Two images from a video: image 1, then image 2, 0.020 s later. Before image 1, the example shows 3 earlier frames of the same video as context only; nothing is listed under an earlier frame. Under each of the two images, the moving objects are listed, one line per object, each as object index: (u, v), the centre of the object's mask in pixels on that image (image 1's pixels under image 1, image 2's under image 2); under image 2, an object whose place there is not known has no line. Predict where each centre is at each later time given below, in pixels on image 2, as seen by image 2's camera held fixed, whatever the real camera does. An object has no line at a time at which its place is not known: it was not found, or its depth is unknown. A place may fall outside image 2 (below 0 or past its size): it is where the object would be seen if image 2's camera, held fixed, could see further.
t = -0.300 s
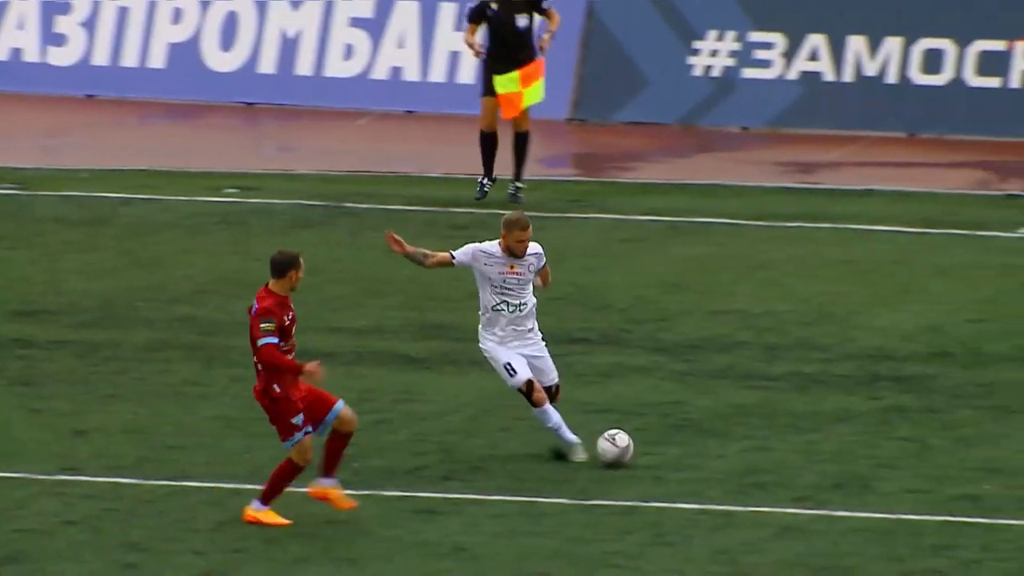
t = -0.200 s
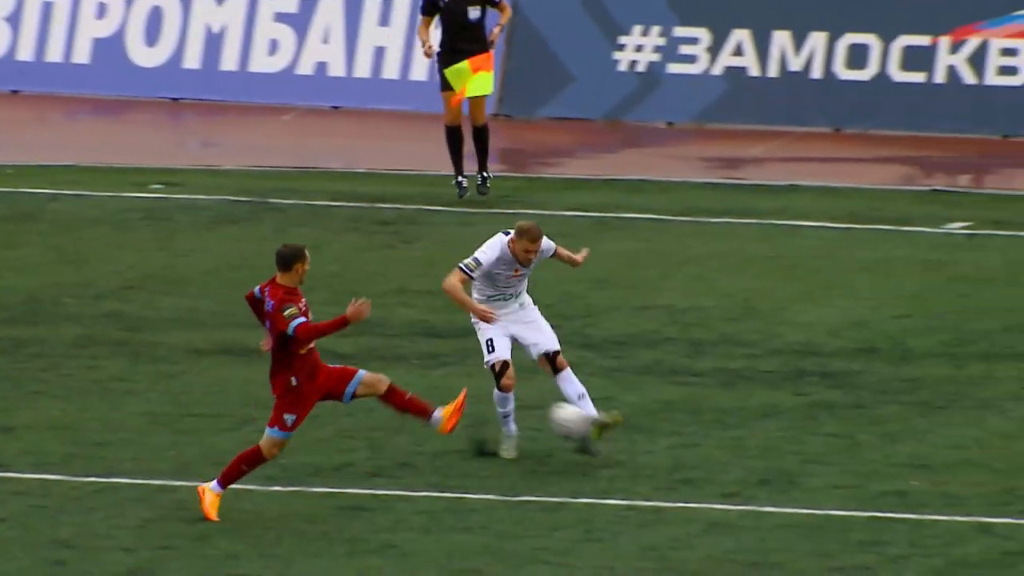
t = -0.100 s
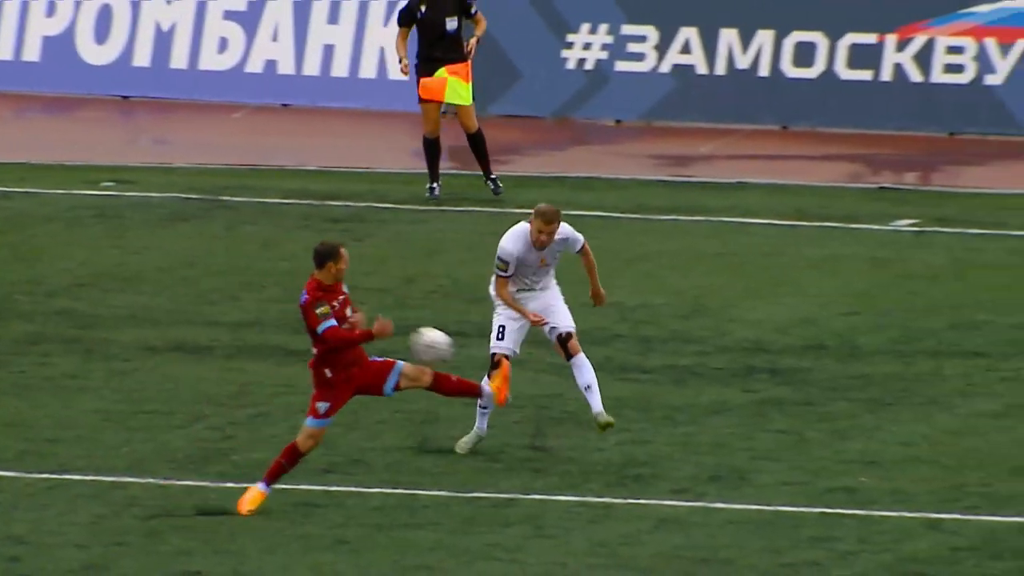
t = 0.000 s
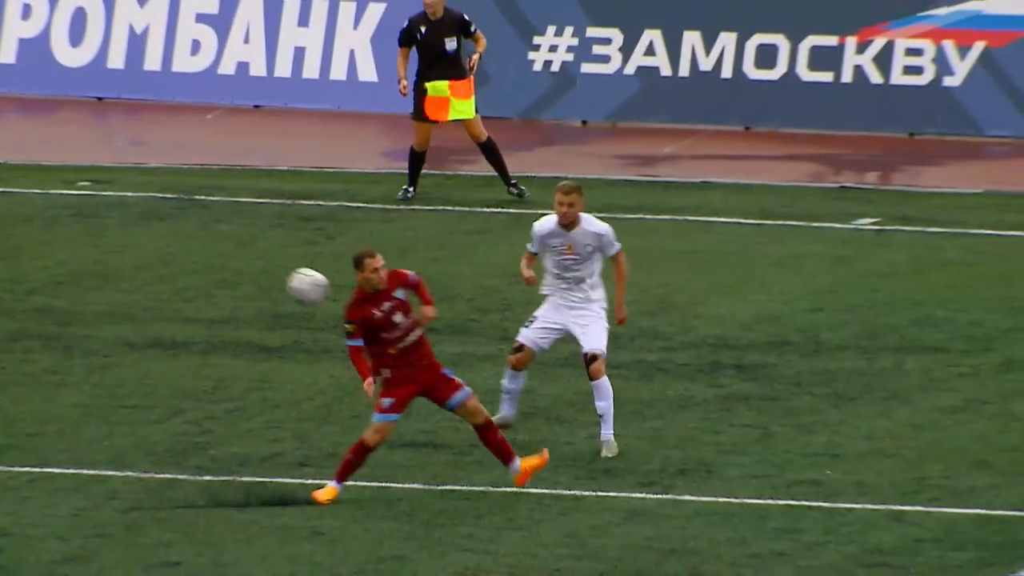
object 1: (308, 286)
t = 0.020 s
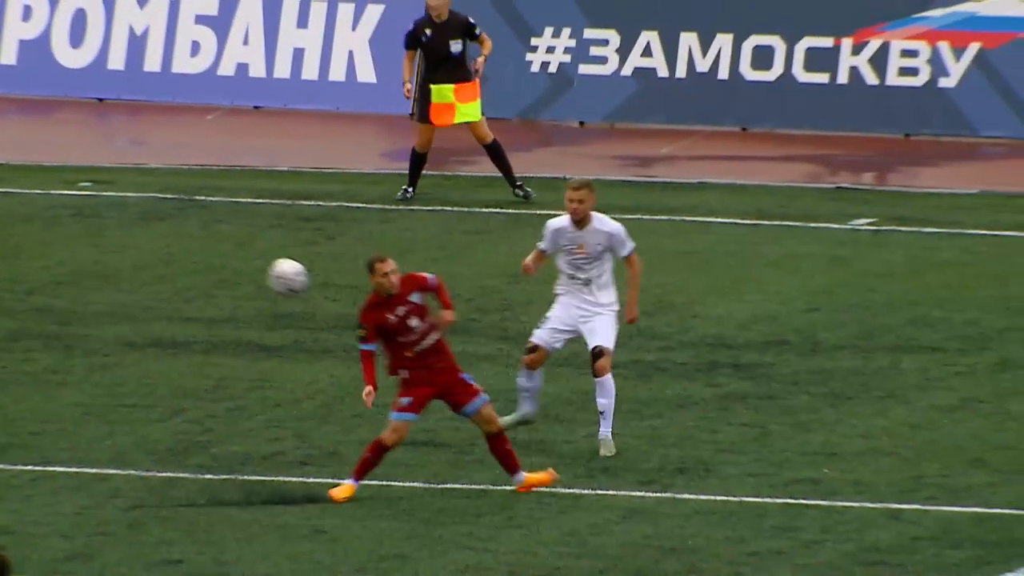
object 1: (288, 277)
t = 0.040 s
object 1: (266, 268)
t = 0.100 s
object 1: (205, 245)
